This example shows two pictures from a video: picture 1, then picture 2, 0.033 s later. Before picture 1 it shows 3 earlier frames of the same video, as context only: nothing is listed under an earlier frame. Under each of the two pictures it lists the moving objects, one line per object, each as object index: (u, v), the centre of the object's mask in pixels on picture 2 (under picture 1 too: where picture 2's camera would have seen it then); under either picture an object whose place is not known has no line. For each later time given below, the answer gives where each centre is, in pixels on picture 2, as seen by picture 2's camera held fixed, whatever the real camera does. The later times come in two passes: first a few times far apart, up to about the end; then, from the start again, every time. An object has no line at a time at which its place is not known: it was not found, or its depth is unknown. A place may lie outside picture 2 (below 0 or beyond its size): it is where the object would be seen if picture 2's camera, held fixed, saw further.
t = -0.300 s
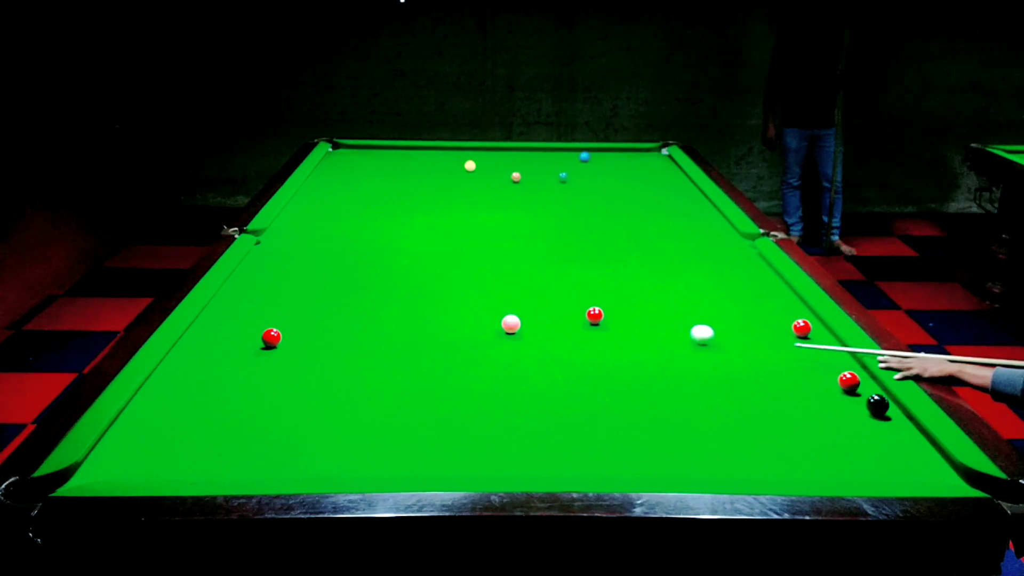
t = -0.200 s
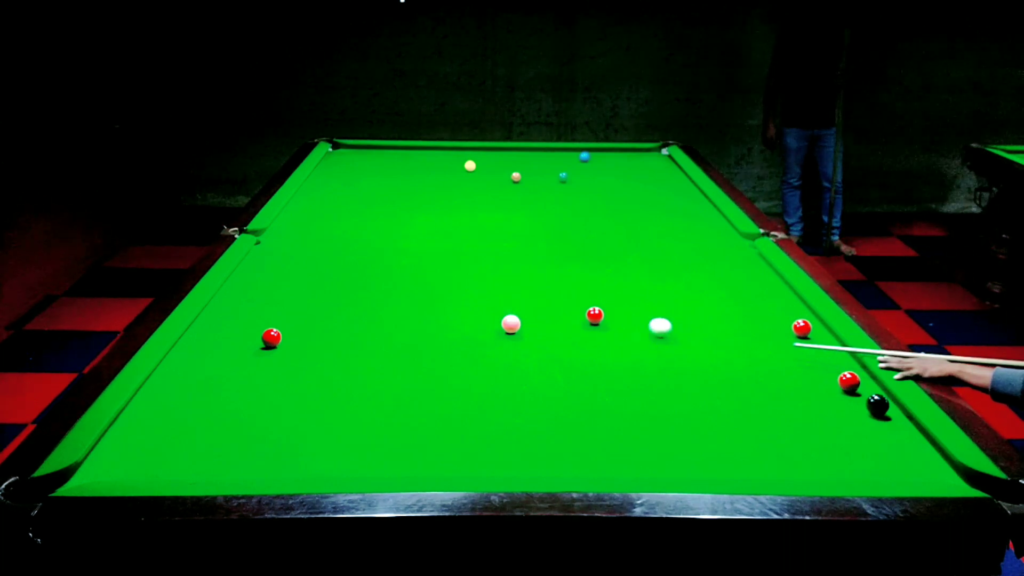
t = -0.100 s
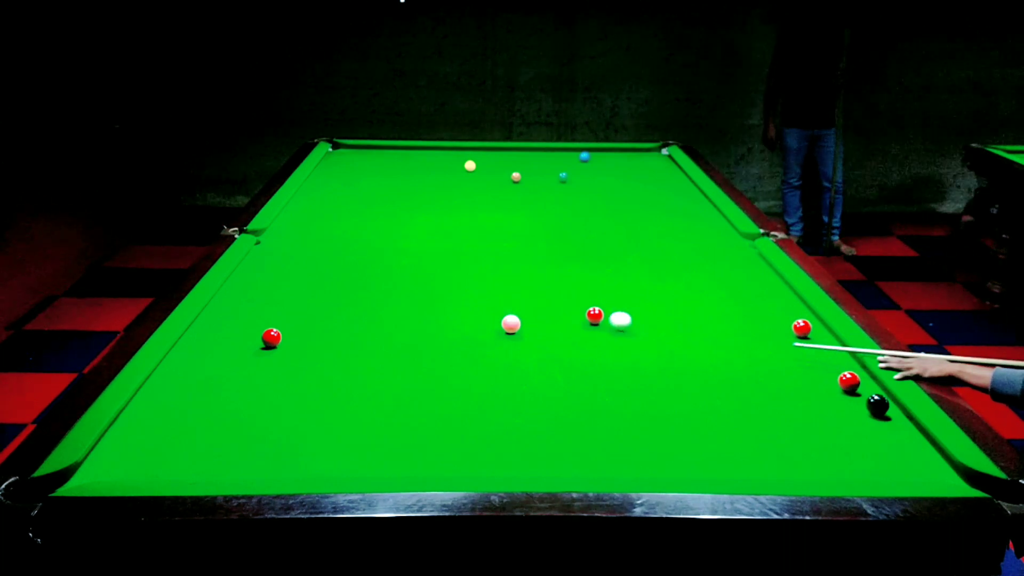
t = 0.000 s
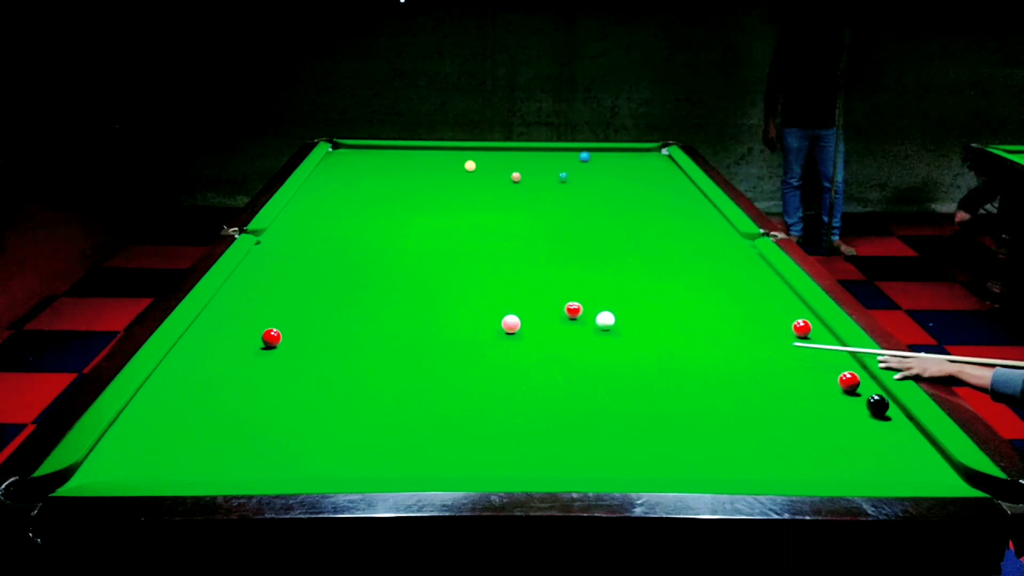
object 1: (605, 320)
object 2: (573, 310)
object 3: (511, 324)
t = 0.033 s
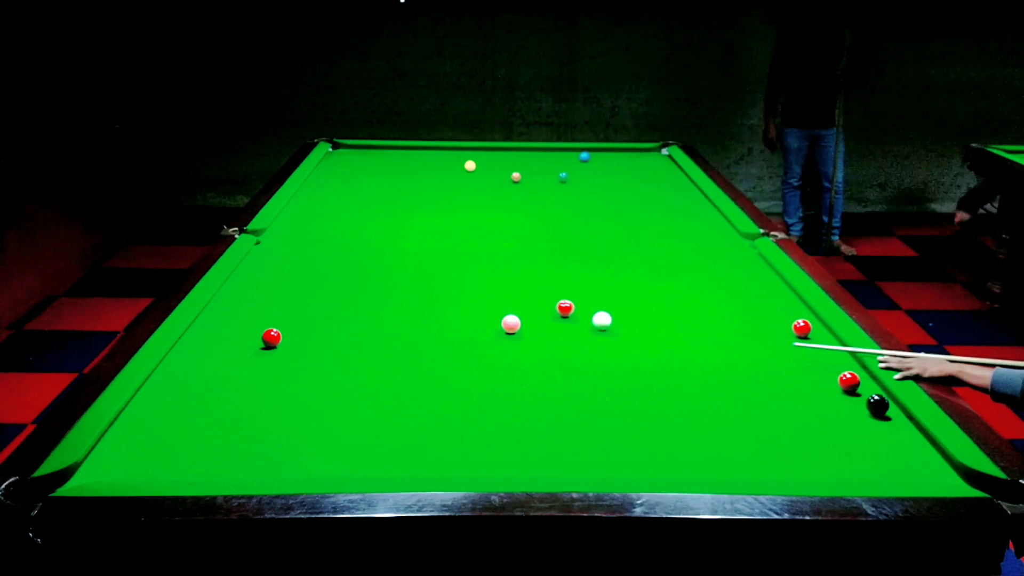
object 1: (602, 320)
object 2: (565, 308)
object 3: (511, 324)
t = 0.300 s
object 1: (571, 321)
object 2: (514, 295)
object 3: (511, 324)
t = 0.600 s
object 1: (540, 322)
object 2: (463, 284)
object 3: (511, 324)
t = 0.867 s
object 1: (525, 321)
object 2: (422, 274)
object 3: (503, 324)
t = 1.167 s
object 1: (520, 320)
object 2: (381, 265)
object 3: (491, 326)
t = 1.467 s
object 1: (518, 320)
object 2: (343, 257)
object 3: (481, 327)
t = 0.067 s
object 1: (598, 320)
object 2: (557, 306)
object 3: (511, 324)
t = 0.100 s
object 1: (594, 320)
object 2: (551, 305)
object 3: (511, 324)
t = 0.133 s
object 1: (590, 320)
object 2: (544, 303)
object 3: (511, 324)
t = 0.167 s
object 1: (586, 320)
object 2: (538, 302)
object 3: (511, 324)
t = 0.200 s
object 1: (582, 320)
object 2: (532, 300)
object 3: (511, 324)
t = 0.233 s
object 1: (579, 320)
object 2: (526, 298)
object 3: (511, 324)
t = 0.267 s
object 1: (575, 321)
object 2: (520, 297)
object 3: (511, 324)
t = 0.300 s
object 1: (571, 321)
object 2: (514, 295)
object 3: (511, 324)
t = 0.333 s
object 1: (568, 321)
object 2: (508, 294)
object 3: (511, 324)
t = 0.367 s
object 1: (564, 321)
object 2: (502, 293)
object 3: (511, 324)
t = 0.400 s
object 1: (560, 321)
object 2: (496, 291)
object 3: (511, 324)
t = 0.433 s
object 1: (557, 321)
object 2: (490, 290)
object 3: (511, 324)
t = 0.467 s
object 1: (553, 321)
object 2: (485, 289)
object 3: (511, 324)
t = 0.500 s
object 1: (550, 321)
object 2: (479, 287)
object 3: (511, 324)
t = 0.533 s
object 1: (546, 321)
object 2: (474, 286)
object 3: (511, 324)
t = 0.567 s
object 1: (543, 321)
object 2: (468, 285)
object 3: (511, 324)
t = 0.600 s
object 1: (540, 322)
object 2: (463, 284)
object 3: (511, 324)
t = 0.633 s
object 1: (537, 322)
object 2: (458, 282)
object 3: (511, 324)
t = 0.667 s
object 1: (533, 322)
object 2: (452, 281)
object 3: (511, 324)
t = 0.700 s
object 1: (530, 322)
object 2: (447, 280)
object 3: (511, 324)
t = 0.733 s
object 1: (528, 322)
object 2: (442, 279)
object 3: (510, 324)
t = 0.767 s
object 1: (527, 322)
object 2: (437, 278)
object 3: (508, 324)
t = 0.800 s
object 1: (526, 321)
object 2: (432, 276)
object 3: (506, 324)
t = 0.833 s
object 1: (526, 321)
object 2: (427, 275)
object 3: (505, 324)
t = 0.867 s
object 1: (525, 321)
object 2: (422, 274)
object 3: (503, 324)
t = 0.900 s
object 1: (524, 321)
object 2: (417, 273)
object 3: (502, 325)
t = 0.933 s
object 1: (524, 321)
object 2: (413, 272)
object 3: (500, 325)
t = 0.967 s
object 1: (523, 321)
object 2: (408, 271)
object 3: (499, 325)
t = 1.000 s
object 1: (523, 321)
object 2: (404, 270)
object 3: (497, 325)
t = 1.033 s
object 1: (522, 321)
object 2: (399, 269)
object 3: (496, 325)
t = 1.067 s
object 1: (522, 321)
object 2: (394, 268)
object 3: (494, 325)
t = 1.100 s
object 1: (521, 321)
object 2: (390, 267)
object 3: (493, 325)
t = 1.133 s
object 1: (521, 321)
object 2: (385, 266)
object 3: (492, 326)
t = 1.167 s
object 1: (520, 320)
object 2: (381, 265)
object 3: (491, 326)
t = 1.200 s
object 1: (520, 320)
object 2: (377, 264)
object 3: (490, 326)
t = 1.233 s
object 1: (520, 320)
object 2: (372, 263)
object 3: (488, 326)
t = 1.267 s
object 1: (519, 320)
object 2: (368, 262)
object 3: (487, 326)
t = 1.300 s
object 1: (519, 320)
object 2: (364, 261)
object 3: (486, 326)
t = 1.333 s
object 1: (519, 320)
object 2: (360, 260)
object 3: (485, 326)
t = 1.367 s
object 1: (518, 320)
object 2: (355, 259)
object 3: (484, 326)
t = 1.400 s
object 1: (518, 320)
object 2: (351, 258)
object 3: (483, 327)
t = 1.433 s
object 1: (518, 320)
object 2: (347, 257)
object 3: (482, 327)
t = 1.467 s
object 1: (518, 320)
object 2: (343, 257)
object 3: (481, 327)
